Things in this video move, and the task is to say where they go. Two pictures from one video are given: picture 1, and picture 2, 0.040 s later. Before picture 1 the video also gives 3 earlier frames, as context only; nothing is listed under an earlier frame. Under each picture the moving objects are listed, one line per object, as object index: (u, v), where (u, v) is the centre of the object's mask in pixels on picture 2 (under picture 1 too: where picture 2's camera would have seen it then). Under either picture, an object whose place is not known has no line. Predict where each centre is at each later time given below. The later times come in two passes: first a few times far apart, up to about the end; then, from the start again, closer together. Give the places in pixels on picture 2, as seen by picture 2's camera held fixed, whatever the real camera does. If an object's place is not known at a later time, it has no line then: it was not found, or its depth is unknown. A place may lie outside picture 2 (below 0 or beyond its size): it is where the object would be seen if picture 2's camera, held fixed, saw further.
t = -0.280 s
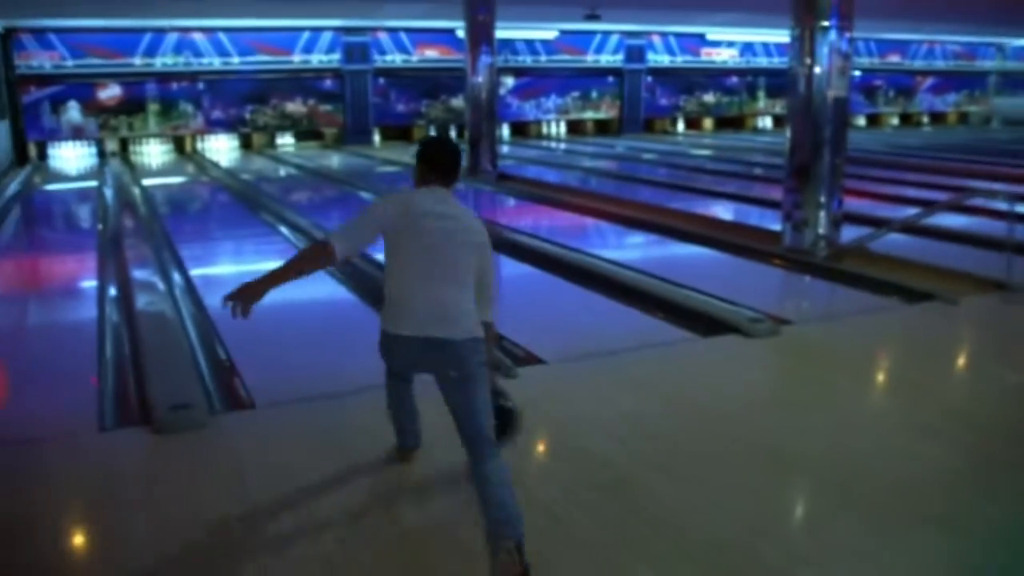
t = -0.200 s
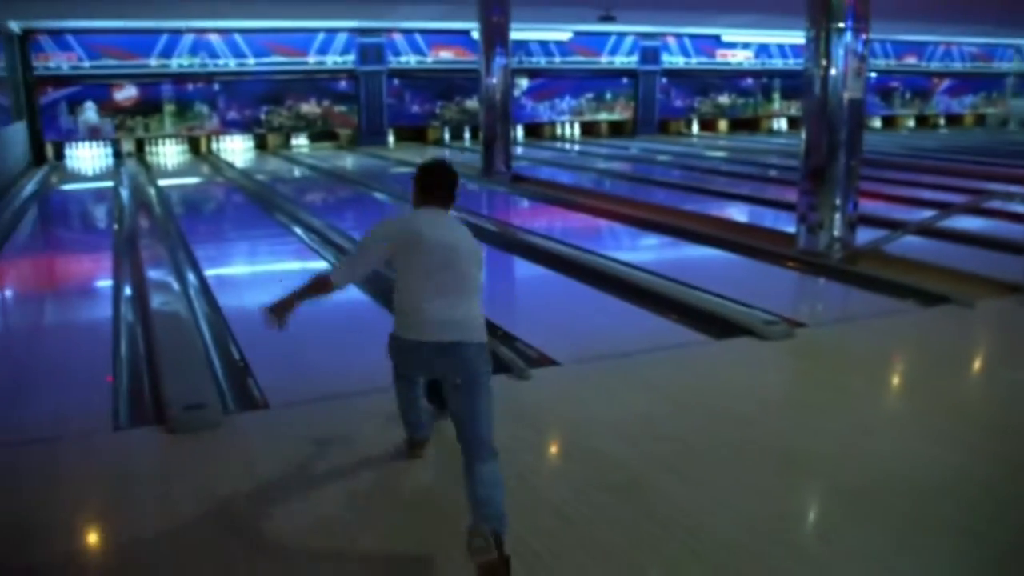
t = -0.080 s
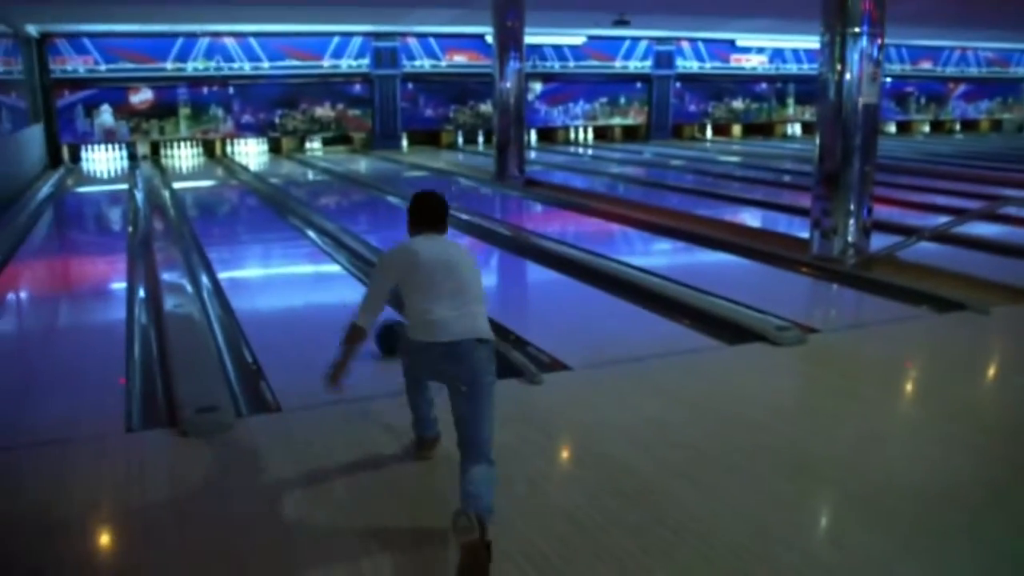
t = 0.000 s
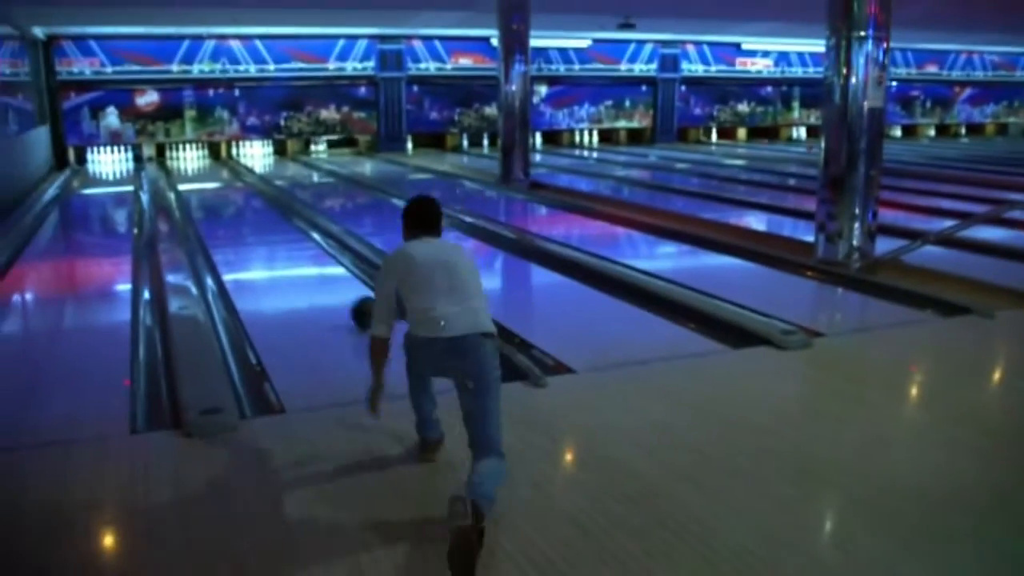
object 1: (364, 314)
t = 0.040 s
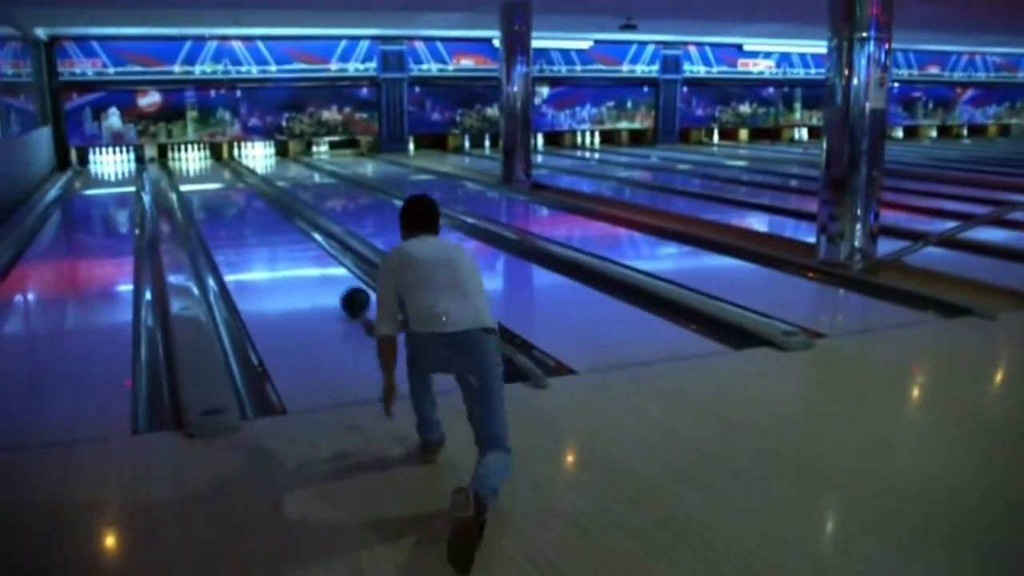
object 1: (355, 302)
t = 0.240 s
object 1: (308, 258)
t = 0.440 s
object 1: (277, 230)
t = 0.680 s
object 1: (252, 208)
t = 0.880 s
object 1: (237, 194)
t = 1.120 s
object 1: (224, 182)
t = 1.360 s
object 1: (213, 173)
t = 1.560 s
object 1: (206, 166)
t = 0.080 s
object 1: (344, 292)
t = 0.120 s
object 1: (334, 283)
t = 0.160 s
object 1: (324, 274)
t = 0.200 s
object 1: (316, 266)
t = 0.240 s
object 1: (308, 258)
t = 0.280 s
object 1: (301, 252)
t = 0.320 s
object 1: (295, 246)
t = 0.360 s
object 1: (288, 240)
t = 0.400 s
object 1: (283, 235)
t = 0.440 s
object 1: (277, 230)
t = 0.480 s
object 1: (272, 226)
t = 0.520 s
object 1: (268, 222)
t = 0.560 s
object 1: (263, 218)
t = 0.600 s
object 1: (260, 215)
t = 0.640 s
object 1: (256, 211)
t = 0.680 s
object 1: (252, 208)
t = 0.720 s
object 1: (249, 205)
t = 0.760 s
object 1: (246, 202)
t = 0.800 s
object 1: (242, 199)
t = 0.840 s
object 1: (240, 196)
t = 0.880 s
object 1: (237, 194)
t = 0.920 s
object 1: (235, 191)
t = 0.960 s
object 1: (232, 189)
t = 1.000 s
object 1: (230, 187)
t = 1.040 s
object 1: (228, 185)
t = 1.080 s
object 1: (226, 184)
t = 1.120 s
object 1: (224, 182)
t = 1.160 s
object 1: (222, 179)
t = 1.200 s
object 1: (220, 178)
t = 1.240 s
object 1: (218, 177)
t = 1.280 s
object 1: (217, 175)
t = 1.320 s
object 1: (215, 174)
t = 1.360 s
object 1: (213, 173)
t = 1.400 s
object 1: (211, 171)
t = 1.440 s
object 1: (210, 169)
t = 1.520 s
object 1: (208, 167)
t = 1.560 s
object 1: (206, 166)
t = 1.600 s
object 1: (205, 165)
